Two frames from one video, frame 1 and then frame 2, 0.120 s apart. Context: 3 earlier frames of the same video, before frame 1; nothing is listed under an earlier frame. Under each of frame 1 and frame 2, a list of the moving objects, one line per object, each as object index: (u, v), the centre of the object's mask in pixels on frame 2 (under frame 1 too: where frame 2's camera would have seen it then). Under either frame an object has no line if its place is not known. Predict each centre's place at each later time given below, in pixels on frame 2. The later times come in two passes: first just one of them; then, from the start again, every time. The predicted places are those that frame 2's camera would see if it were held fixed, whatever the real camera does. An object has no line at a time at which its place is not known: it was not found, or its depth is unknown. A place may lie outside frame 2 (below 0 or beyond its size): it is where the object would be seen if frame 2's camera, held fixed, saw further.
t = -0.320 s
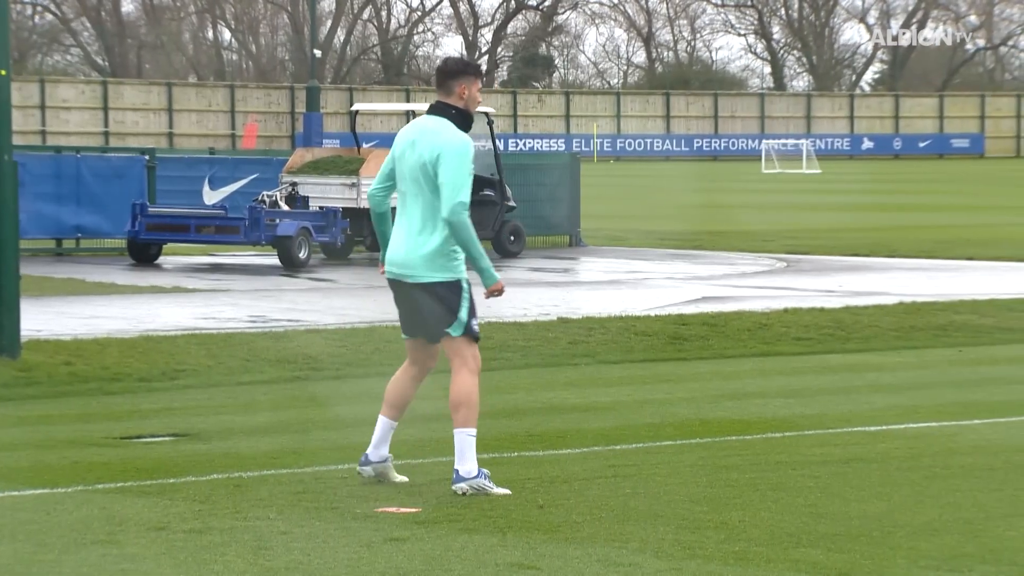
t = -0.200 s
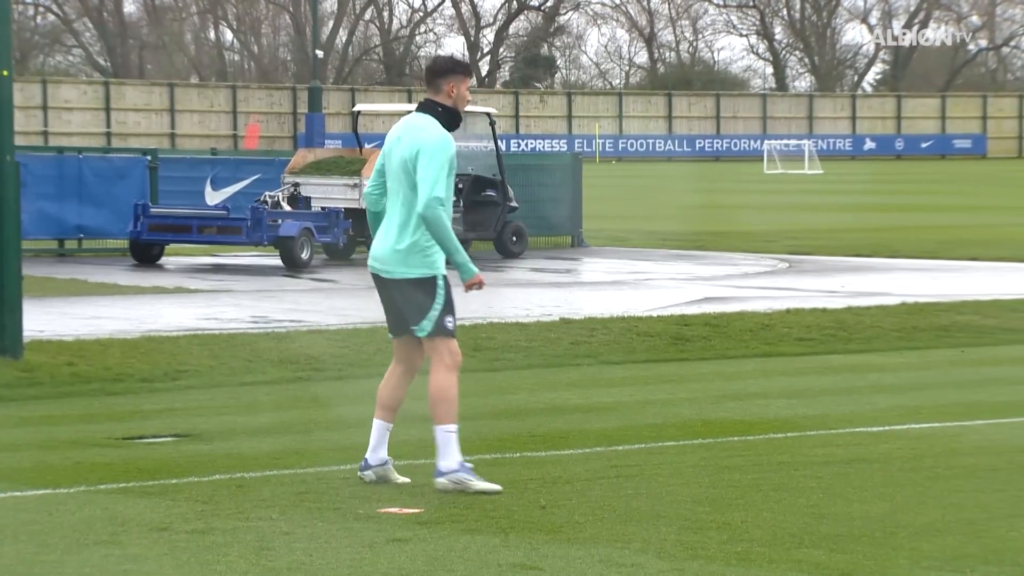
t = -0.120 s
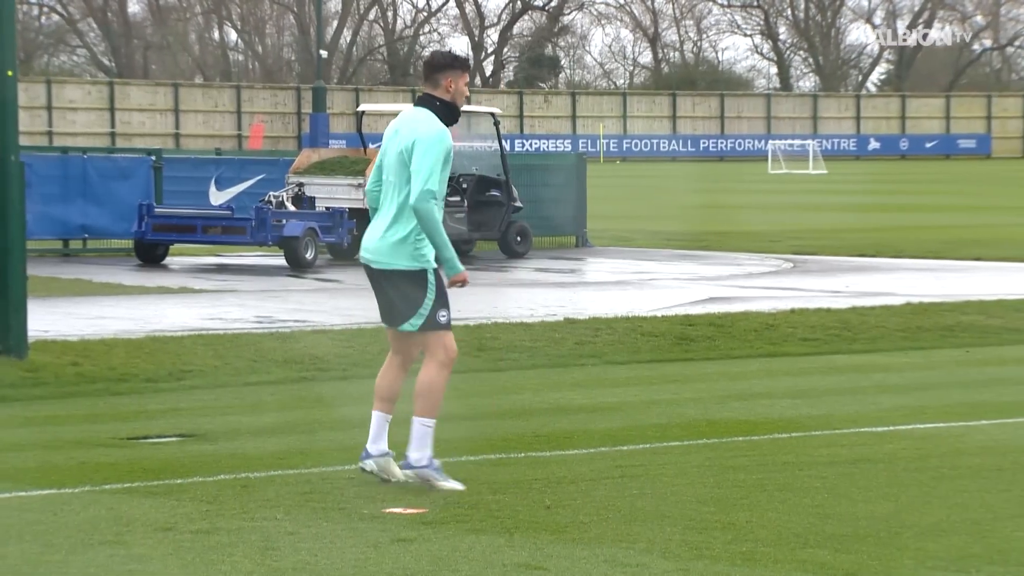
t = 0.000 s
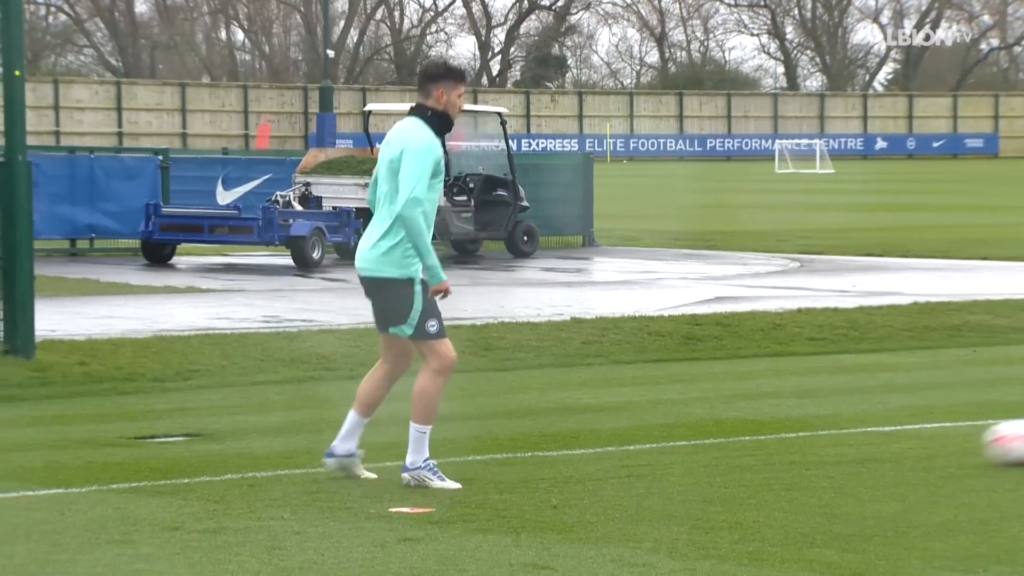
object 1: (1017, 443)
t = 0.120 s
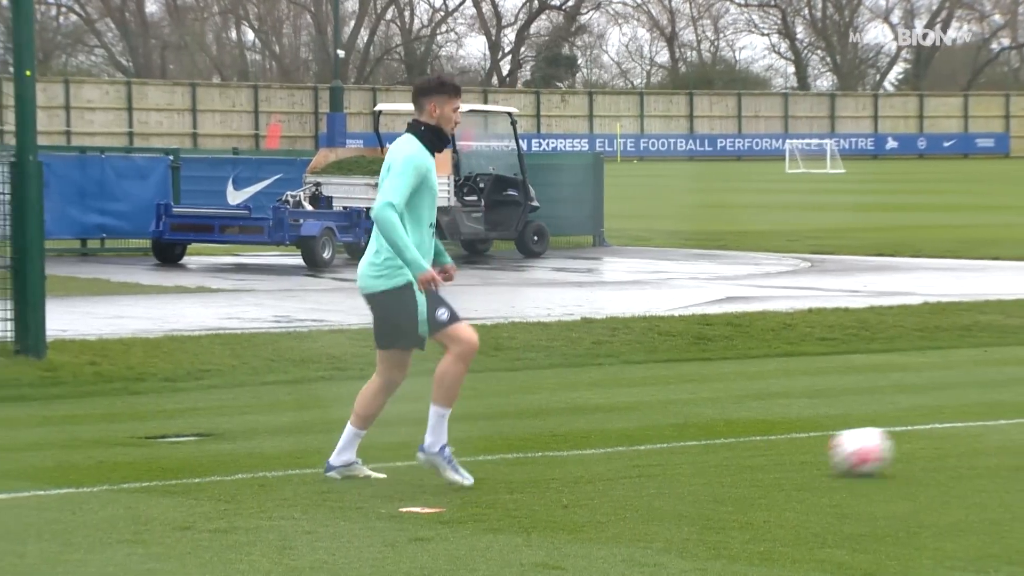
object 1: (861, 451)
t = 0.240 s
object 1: (705, 460)
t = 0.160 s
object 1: (807, 456)
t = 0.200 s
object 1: (755, 458)
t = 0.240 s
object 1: (705, 460)
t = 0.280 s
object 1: (656, 465)
